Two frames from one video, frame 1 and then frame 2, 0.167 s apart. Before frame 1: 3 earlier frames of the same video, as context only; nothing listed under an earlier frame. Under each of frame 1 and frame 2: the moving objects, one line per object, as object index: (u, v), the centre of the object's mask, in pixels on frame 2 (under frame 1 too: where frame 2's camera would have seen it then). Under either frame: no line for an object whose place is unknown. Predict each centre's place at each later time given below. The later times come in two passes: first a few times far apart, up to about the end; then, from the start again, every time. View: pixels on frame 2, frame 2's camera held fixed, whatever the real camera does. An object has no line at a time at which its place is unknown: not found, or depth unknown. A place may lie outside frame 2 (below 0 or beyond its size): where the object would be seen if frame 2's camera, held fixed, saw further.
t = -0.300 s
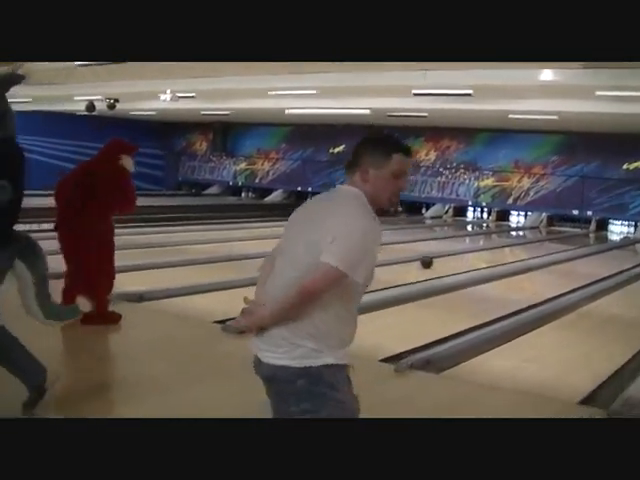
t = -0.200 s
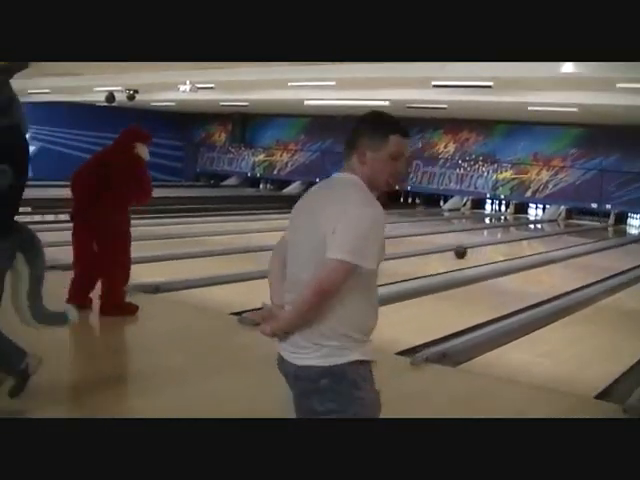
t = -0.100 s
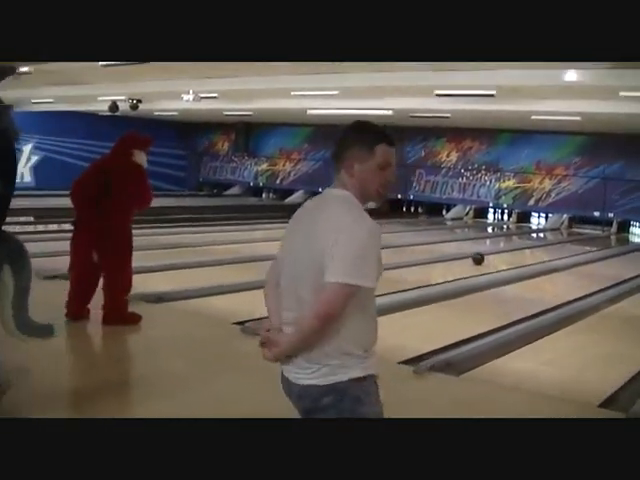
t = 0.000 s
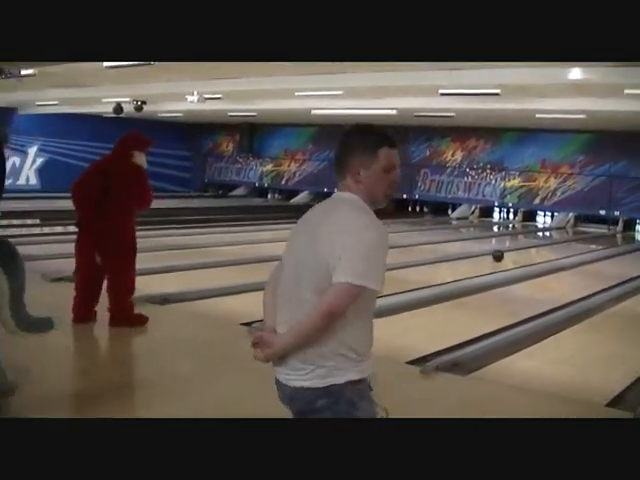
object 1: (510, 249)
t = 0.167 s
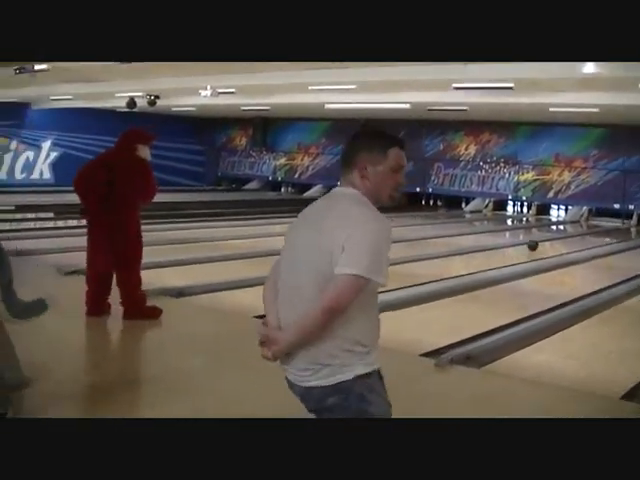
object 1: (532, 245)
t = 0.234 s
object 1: (539, 244)
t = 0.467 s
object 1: (562, 240)
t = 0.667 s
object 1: (578, 236)
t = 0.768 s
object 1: (587, 234)
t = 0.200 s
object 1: (536, 244)
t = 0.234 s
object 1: (539, 244)
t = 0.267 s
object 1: (543, 243)
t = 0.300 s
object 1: (546, 242)
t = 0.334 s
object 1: (549, 242)
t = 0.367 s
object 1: (552, 242)
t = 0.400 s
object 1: (555, 241)
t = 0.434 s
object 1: (558, 240)
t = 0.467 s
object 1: (562, 240)
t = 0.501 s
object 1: (566, 239)
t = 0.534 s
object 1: (568, 239)
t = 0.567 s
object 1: (571, 238)
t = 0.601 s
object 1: (574, 238)
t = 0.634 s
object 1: (576, 237)
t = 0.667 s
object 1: (578, 236)
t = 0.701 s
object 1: (580, 236)
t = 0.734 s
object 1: (582, 235)
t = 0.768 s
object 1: (587, 234)
